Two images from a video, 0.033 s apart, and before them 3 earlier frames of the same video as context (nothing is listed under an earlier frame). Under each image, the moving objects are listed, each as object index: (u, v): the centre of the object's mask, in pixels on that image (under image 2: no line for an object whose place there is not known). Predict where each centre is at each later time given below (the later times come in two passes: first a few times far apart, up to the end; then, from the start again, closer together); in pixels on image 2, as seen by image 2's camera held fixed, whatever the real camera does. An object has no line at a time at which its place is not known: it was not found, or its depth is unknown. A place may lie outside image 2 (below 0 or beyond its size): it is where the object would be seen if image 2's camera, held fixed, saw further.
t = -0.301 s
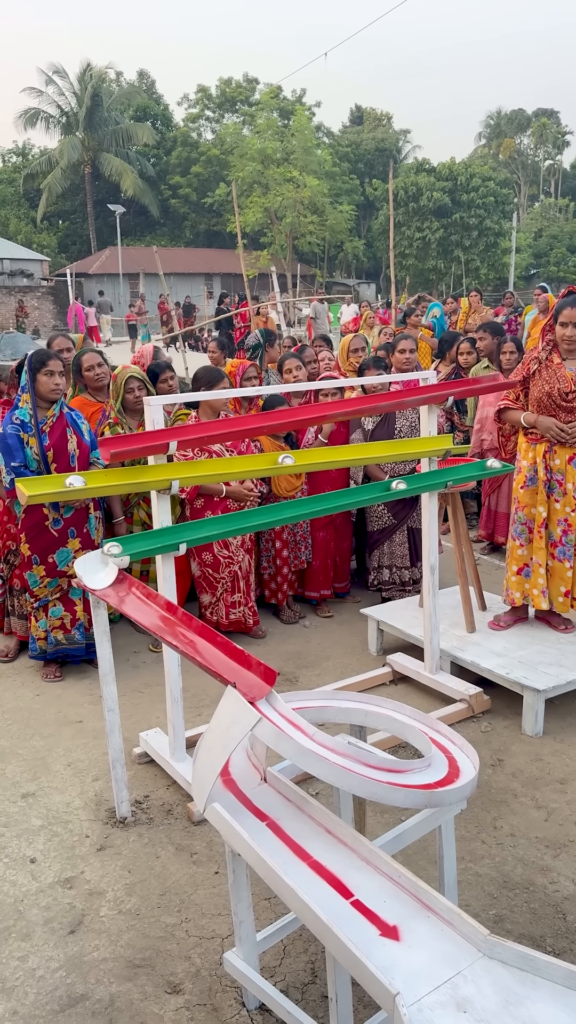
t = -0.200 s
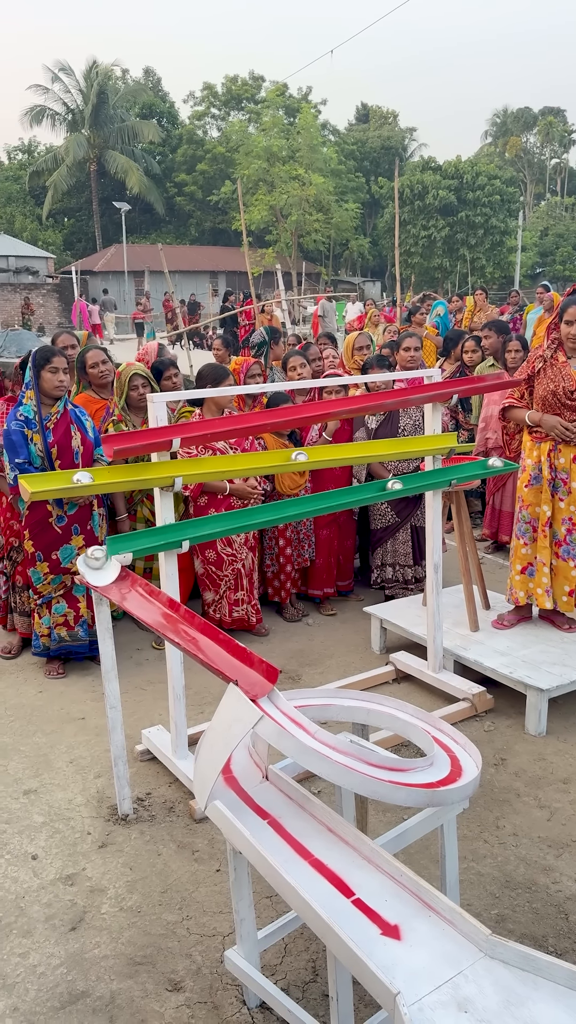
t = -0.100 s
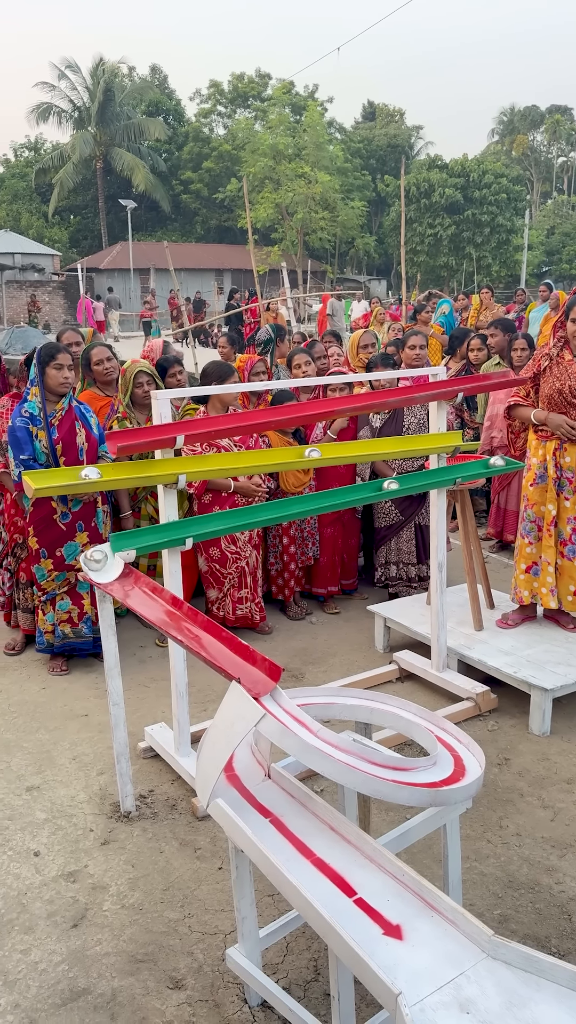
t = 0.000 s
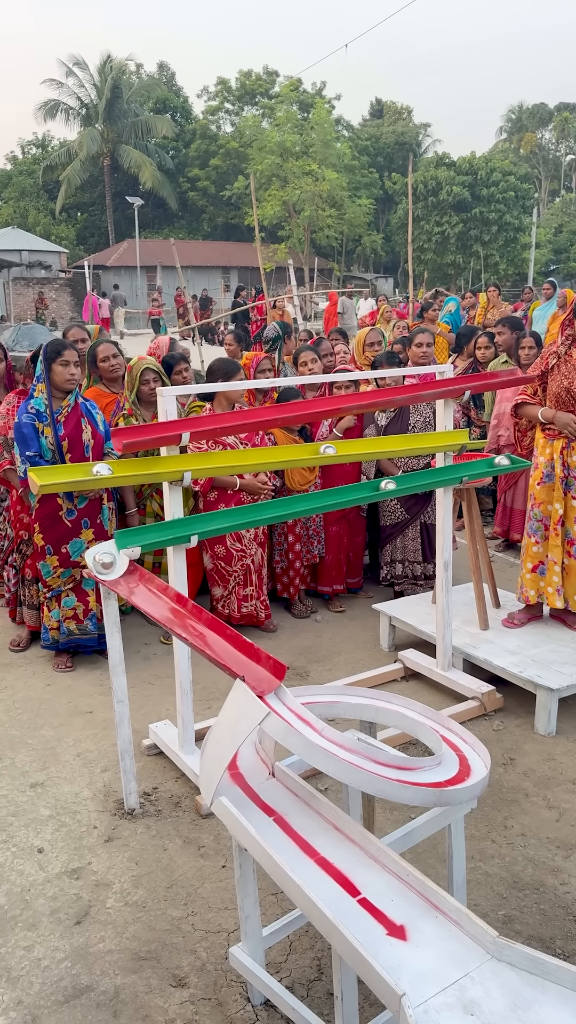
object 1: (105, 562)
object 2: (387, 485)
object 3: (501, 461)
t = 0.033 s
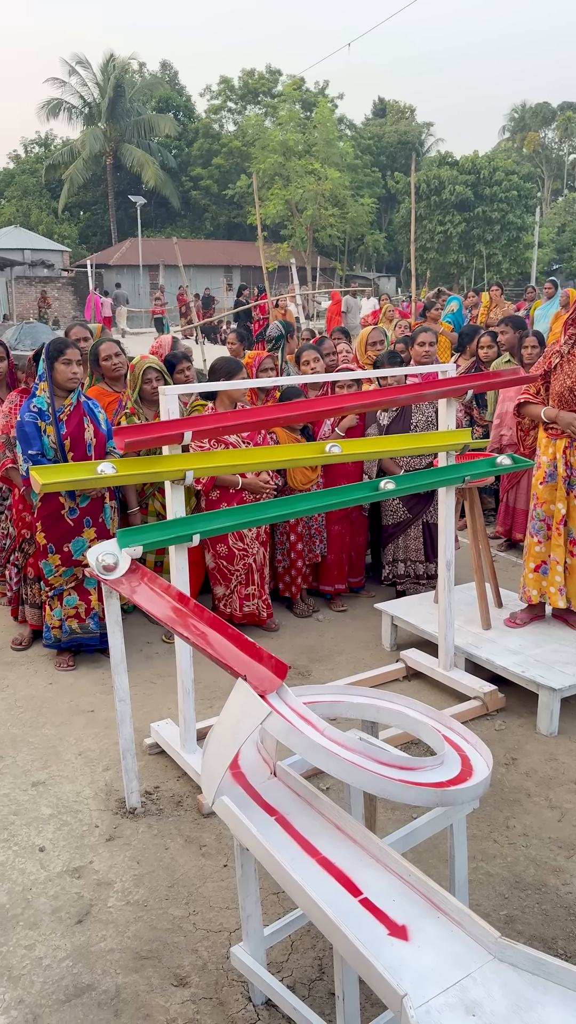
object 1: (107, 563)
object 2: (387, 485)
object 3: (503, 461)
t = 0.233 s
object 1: (125, 575)
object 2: (365, 489)
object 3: (495, 462)
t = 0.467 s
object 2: (342, 494)
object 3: (485, 465)
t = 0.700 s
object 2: (317, 499)
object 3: (470, 467)
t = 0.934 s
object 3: (455, 470)
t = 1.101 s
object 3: (443, 473)
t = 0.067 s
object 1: (109, 565)
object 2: (384, 485)
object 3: (502, 461)
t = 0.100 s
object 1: (111, 567)
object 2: (380, 486)
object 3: (501, 461)
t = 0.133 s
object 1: (114, 569)
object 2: (377, 487)
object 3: (500, 462)
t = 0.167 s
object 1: (118, 572)
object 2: (372, 488)
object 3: (497, 462)
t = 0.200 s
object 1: (121, 574)
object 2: (369, 488)
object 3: (496, 462)
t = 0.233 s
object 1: (125, 575)
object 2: (365, 489)
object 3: (495, 462)
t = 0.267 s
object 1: (127, 577)
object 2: (362, 490)
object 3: (493, 463)
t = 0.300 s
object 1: (130, 578)
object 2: (358, 491)
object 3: (492, 463)
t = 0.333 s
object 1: (133, 580)
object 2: (355, 491)
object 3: (491, 463)
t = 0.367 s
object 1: (136, 581)
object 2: (352, 492)
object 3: (489, 464)
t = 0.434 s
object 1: (143, 584)
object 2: (345, 493)
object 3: (486, 464)
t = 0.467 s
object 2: (342, 494)
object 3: (485, 465)
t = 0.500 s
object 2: (338, 495)
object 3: (483, 465)
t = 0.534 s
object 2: (335, 495)
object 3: (481, 465)
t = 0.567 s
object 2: (331, 496)
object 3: (479, 466)
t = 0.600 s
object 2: (327, 497)
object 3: (477, 466)
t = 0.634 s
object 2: (324, 498)
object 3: (474, 467)
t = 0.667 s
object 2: (321, 498)
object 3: (472, 467)
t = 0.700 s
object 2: (317, 499)
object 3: (470, 467)
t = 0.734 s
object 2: (311, 500)
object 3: (468, 468)
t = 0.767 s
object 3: (466, 469)
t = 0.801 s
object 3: (464, 469)
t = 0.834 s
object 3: (462, 469)
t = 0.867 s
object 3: (459, 470)
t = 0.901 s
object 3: (457, 470)
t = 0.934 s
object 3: (455, 470)
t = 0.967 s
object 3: (453, 471)
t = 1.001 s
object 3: (450, 471)
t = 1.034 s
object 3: (448, 472)
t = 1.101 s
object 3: (443, 473)
